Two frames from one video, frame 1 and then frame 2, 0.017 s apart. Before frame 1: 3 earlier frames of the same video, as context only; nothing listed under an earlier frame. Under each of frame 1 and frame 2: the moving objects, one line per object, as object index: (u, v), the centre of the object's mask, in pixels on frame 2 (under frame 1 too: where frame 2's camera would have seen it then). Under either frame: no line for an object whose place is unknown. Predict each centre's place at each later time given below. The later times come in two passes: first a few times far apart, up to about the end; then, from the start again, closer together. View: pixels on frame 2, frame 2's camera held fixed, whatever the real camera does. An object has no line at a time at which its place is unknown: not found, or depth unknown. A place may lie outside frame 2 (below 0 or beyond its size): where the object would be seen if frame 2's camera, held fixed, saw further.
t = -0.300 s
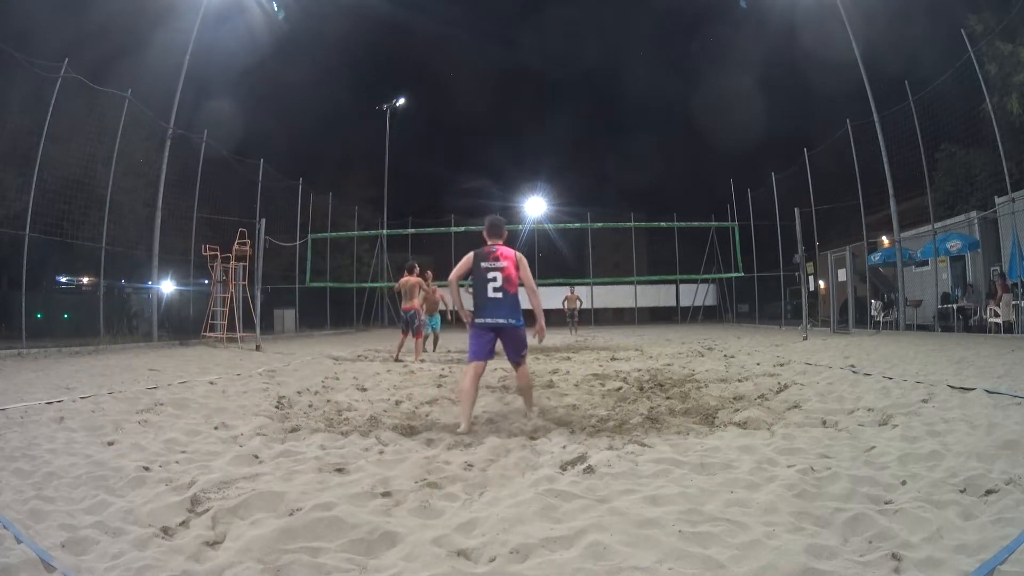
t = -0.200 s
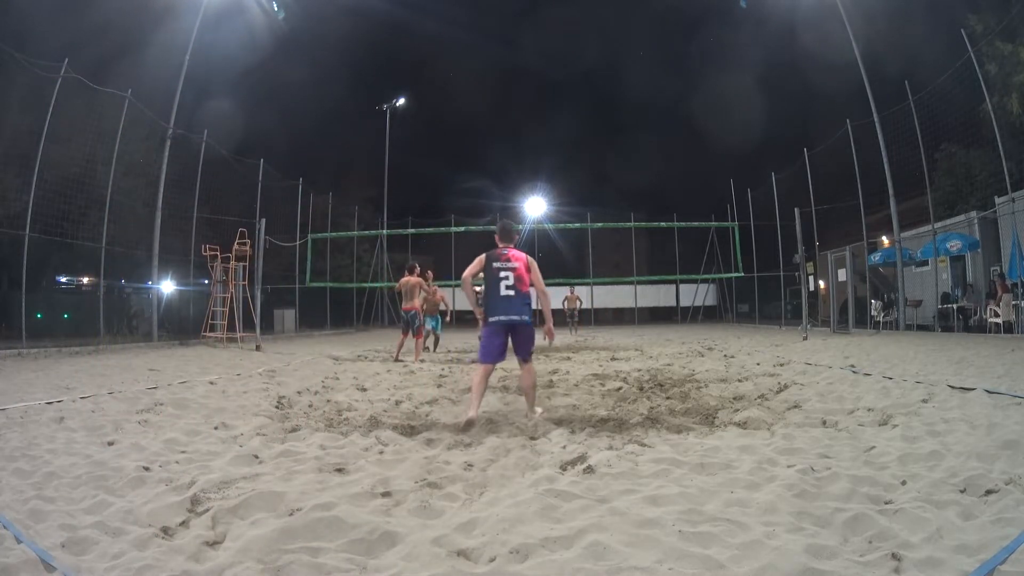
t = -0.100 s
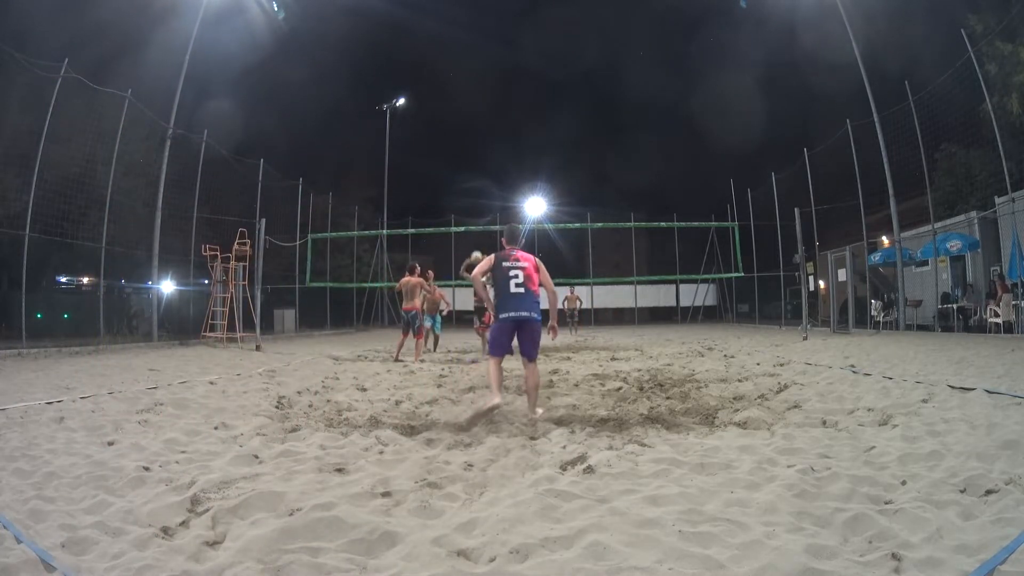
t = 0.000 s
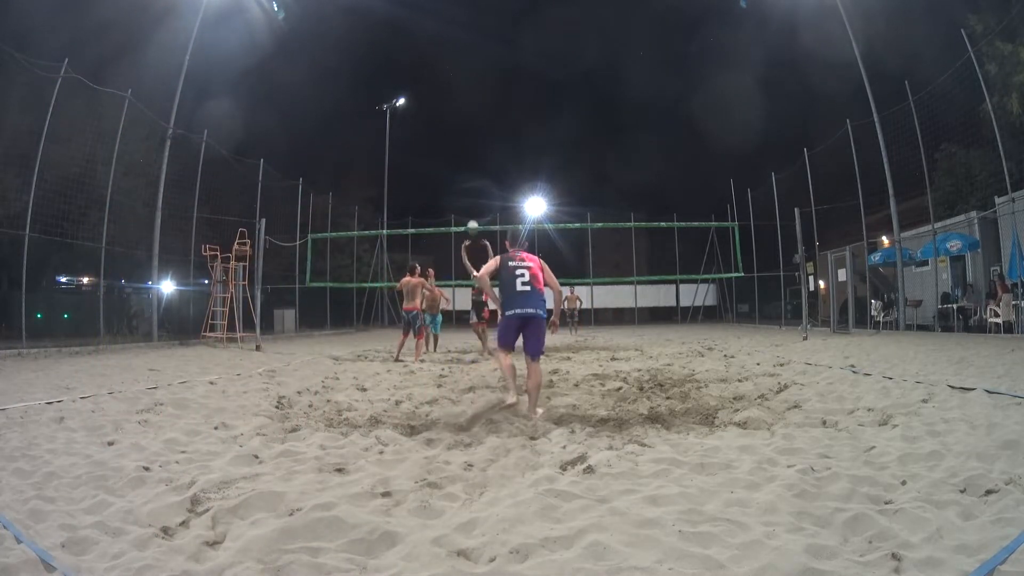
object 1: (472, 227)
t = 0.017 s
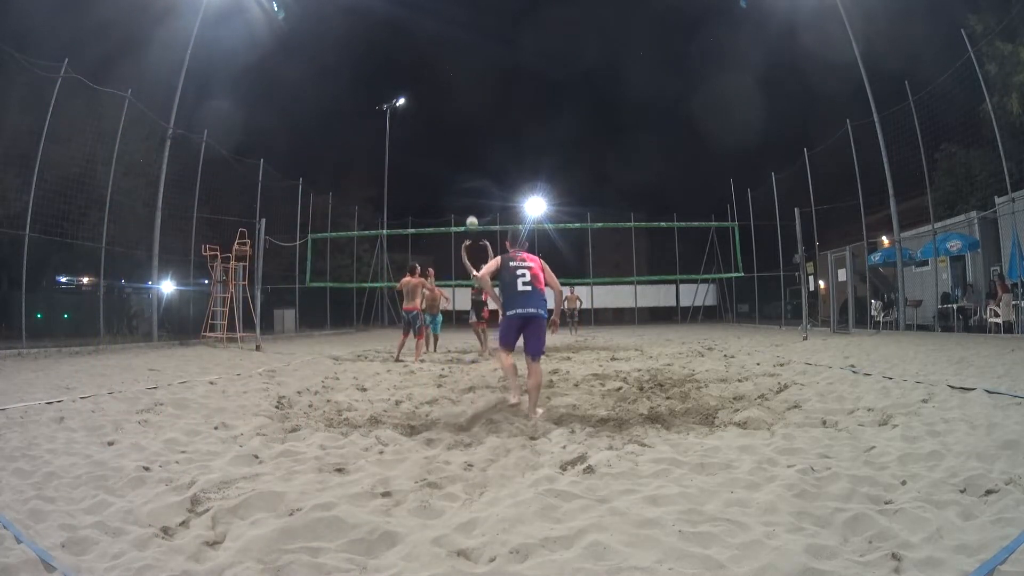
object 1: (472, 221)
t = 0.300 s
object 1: (462, 169)
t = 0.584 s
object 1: (454, 156)
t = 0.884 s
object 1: (445, 181)
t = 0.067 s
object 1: (470, 210)
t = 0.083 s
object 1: (470, 206)
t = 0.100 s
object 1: (469, 202)
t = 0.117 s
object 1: (468, 198)
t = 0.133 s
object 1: (468, 195)
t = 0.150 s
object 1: (467, 192)
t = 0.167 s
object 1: (466, 189)
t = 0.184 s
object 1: (466, 186)
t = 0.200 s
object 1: (465, 183)
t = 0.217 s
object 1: (465, 180)
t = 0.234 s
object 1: (464, 178)
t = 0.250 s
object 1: (464, 175)
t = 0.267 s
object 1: (463, 173)
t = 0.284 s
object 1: (463, 171)
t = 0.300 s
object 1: (462, 169)
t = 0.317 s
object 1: (462, 167)
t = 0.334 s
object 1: (461, 166)
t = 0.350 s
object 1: (461, 164)
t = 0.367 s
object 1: (460, 163)
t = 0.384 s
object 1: (460, 161)
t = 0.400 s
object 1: (459, 160)
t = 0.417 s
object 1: (459, 159)
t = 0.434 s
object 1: (458, 158)
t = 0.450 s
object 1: (458, 158)
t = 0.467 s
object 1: (457, 157)
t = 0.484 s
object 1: (457, 156)
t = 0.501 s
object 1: (456, 156)
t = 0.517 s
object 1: (456, 156)
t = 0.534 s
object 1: (455, 156)
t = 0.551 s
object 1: (455, 156)
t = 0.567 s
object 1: (454, 156)
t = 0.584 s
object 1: (454, 156)
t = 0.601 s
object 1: (453, 156)
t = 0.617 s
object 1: (453, 157)
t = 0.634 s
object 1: (452, 157)
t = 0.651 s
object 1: (452, 158)
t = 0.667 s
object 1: (451, 159)
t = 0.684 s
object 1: (451, 160)
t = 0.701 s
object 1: (450, 161)
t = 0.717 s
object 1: (450, 162)
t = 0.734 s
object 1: (449, 163)
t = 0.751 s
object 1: (449, 165)
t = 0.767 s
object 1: (448, 167)
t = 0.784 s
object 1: (448, 168)
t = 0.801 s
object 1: (447, 170)
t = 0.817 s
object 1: (447, 172)
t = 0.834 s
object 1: (446, 174)
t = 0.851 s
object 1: (446, 177)
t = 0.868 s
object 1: (445, 179)
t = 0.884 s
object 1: (445, 181)
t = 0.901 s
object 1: (444, 184)
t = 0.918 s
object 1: (444, 187)
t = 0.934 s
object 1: (444, 190)
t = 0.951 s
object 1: (443, 193)
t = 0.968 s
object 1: (443, 196)
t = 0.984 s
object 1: (442, 199)
